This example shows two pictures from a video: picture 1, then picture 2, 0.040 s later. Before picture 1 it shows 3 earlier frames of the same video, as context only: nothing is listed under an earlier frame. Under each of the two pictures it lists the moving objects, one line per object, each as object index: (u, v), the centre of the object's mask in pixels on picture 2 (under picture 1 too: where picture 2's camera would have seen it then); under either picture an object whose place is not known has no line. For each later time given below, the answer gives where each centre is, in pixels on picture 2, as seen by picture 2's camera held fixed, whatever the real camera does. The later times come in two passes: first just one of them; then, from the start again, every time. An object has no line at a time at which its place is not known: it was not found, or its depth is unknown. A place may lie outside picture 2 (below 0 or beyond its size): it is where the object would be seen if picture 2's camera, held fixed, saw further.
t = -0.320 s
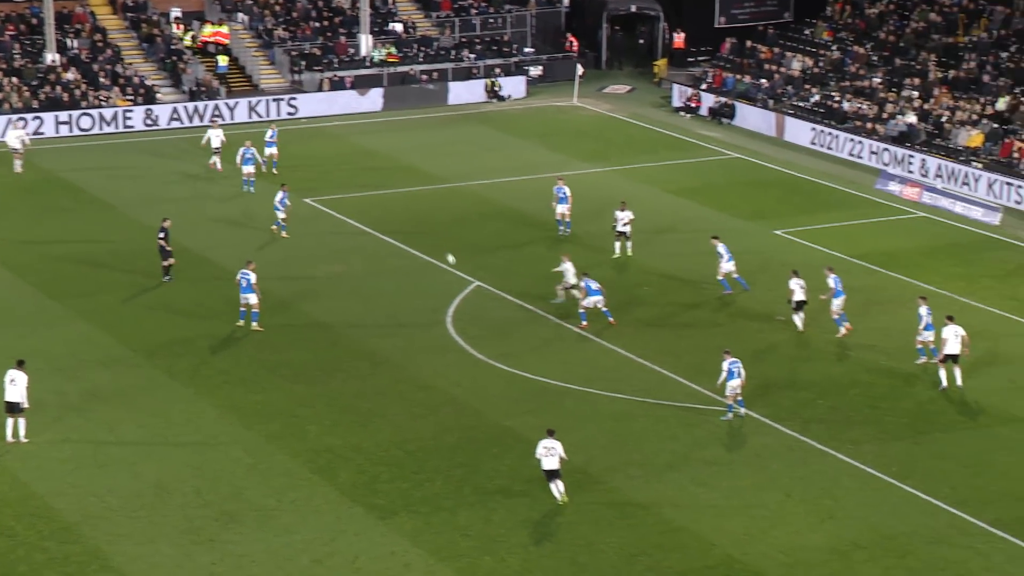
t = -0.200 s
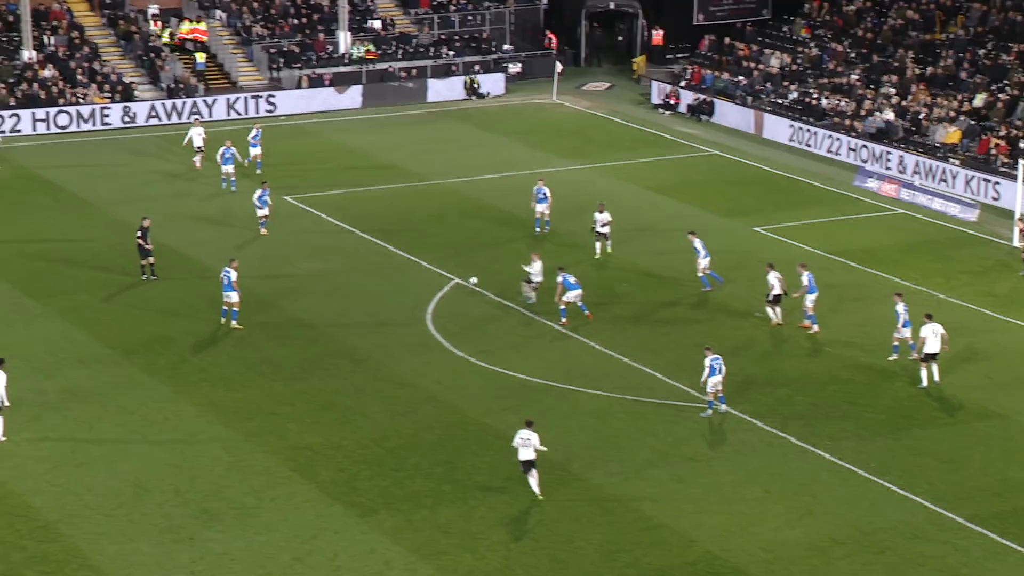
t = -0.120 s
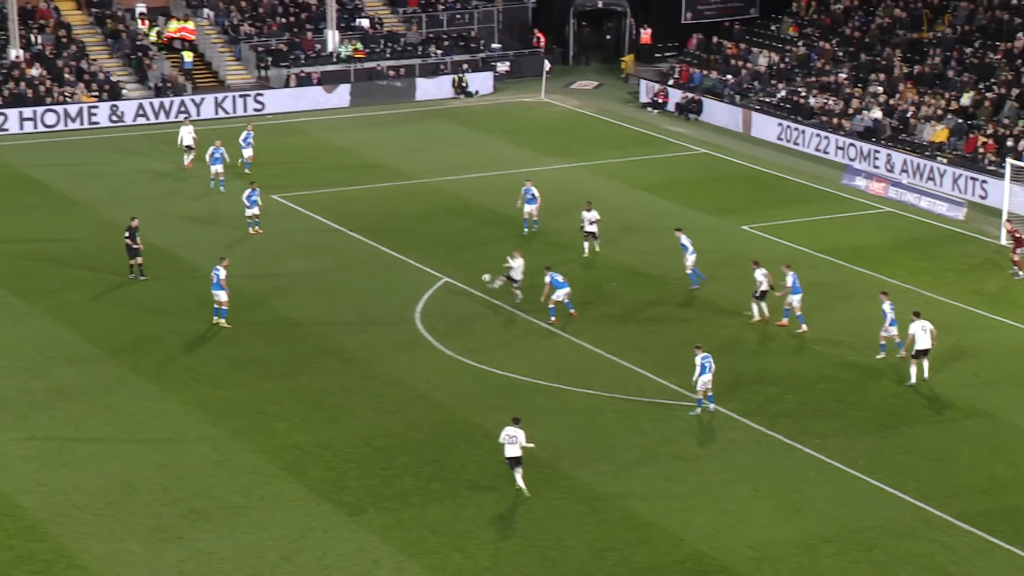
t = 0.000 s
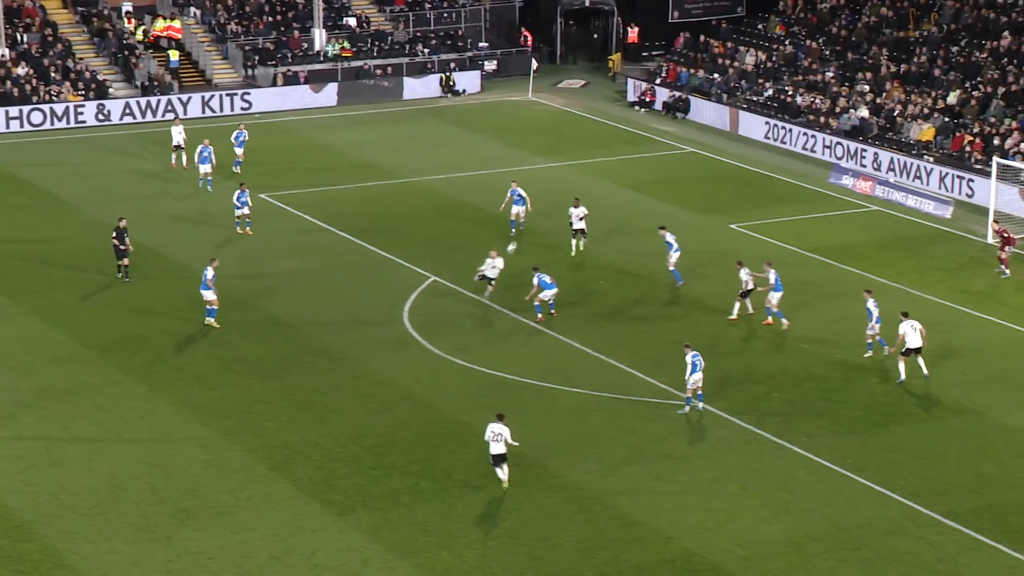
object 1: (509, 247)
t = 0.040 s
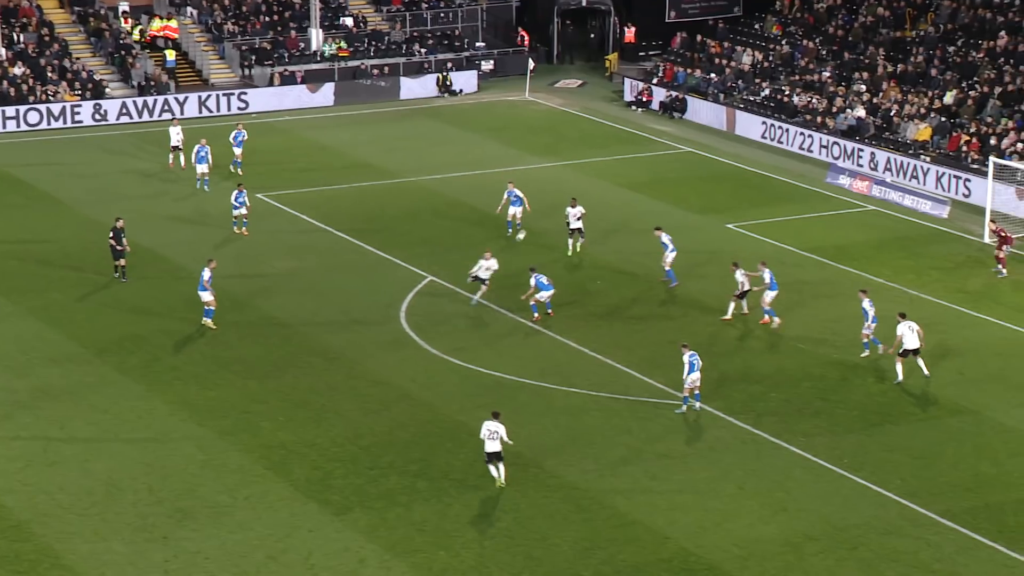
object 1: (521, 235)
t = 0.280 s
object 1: (594, 181)
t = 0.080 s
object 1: (534, 225)
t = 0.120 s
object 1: (546, 214)
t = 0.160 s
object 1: (558, 205)
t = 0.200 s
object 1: (570, 196)
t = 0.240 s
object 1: (583, 188)
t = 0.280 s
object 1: (594, 181)
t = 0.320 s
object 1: (606, 174)
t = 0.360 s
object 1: (616, 169)
